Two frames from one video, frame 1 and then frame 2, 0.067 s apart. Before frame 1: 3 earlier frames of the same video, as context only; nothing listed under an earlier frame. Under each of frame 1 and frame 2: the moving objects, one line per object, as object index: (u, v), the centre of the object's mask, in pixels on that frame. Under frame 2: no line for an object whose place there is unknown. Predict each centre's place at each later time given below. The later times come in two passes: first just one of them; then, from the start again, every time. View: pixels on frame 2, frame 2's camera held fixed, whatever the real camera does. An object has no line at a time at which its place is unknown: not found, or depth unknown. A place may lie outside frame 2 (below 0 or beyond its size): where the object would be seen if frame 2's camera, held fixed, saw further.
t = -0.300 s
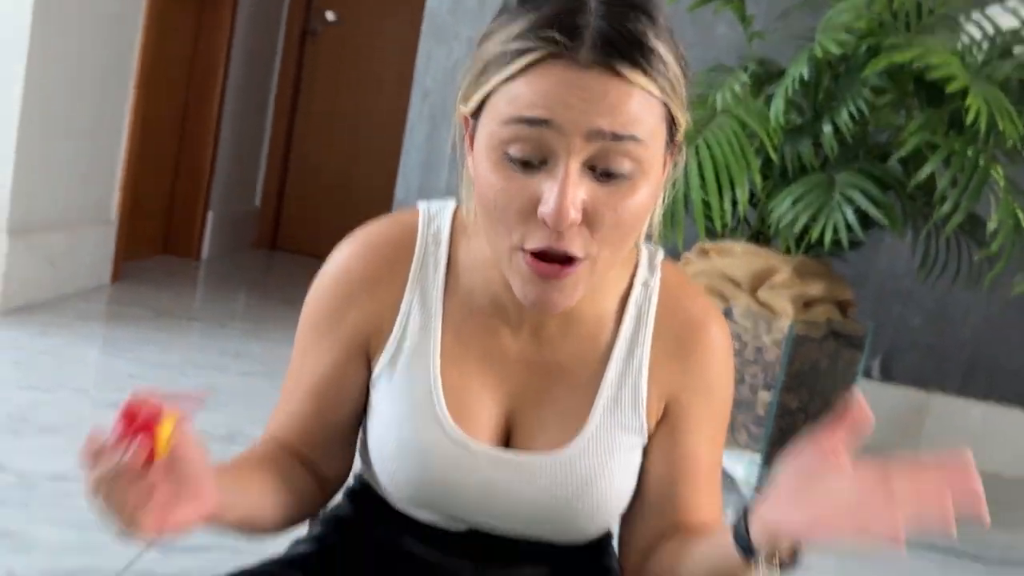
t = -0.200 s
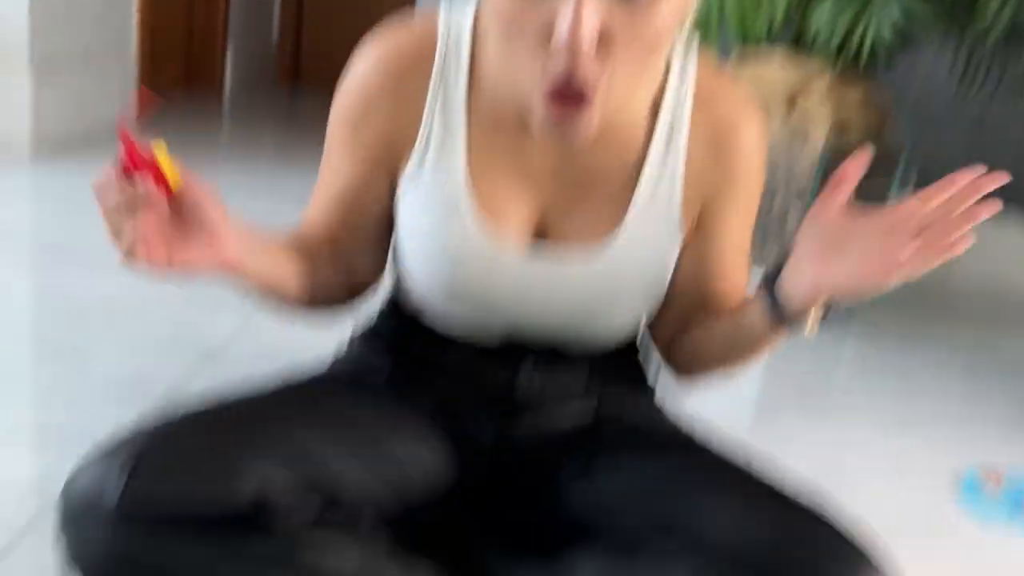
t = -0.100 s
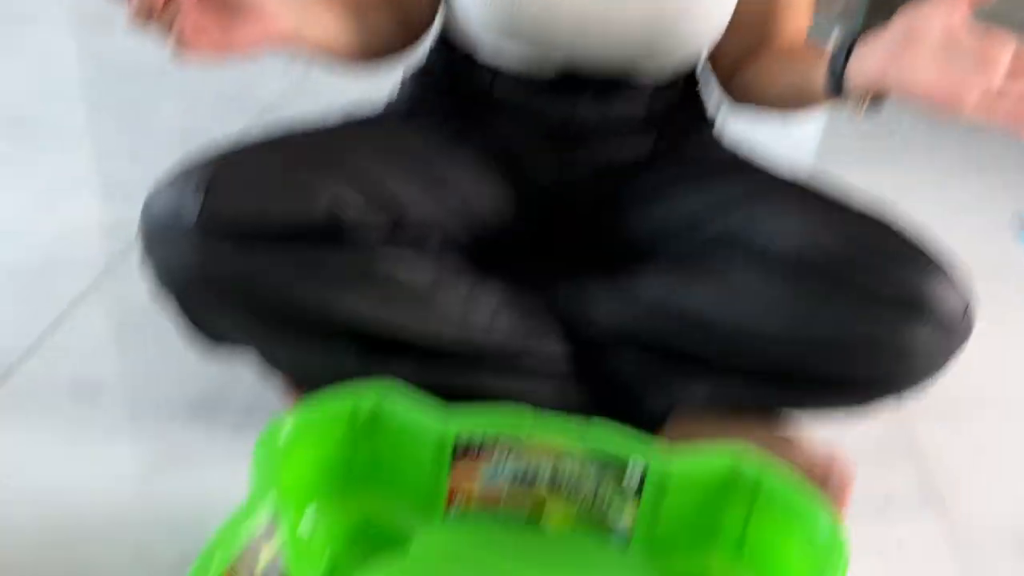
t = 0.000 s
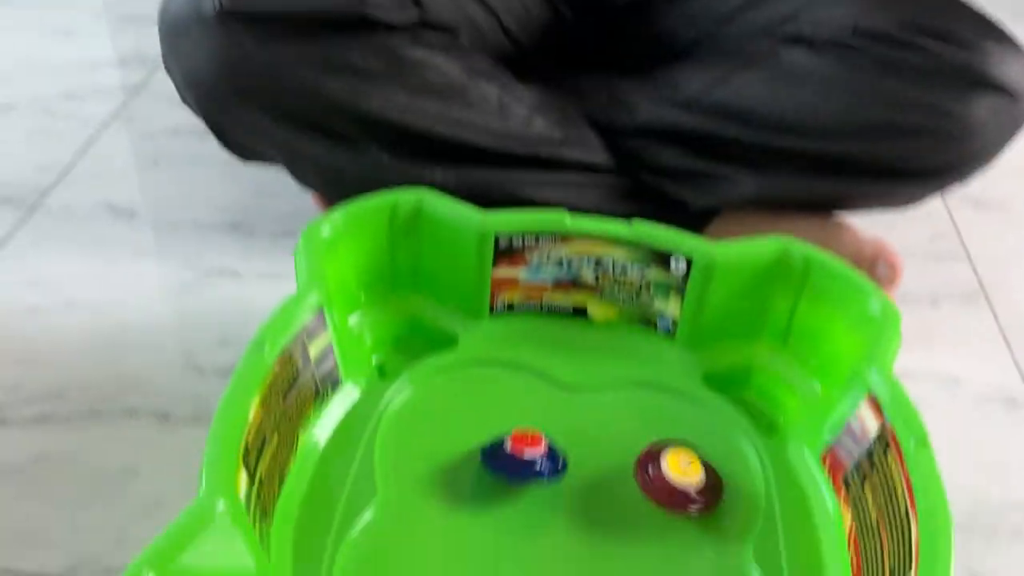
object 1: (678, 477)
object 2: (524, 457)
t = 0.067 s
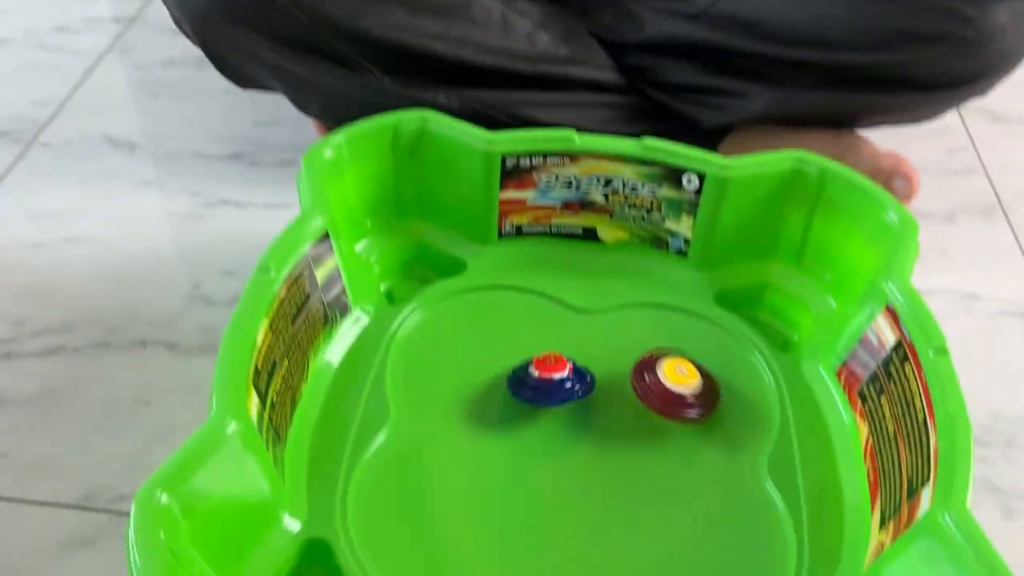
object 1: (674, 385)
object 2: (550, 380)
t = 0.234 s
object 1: (630, 365)
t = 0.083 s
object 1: (670, 383)
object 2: (552, 381)
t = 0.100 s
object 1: (665, 381)
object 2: (555, 382)
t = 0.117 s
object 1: (660, 378)
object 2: (557, 382)
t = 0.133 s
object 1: (655, 375)
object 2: (559, 383)
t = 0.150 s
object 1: (650, 374)
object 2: (562, 383)
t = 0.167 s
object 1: (645, 372)
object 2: (563, 384)
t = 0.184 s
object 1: (640, 370)
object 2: (565, 386)
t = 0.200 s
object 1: (635, 368)
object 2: (566, 387)
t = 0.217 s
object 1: (631, 367)
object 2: (567, 389)
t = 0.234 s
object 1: (630, 365)
